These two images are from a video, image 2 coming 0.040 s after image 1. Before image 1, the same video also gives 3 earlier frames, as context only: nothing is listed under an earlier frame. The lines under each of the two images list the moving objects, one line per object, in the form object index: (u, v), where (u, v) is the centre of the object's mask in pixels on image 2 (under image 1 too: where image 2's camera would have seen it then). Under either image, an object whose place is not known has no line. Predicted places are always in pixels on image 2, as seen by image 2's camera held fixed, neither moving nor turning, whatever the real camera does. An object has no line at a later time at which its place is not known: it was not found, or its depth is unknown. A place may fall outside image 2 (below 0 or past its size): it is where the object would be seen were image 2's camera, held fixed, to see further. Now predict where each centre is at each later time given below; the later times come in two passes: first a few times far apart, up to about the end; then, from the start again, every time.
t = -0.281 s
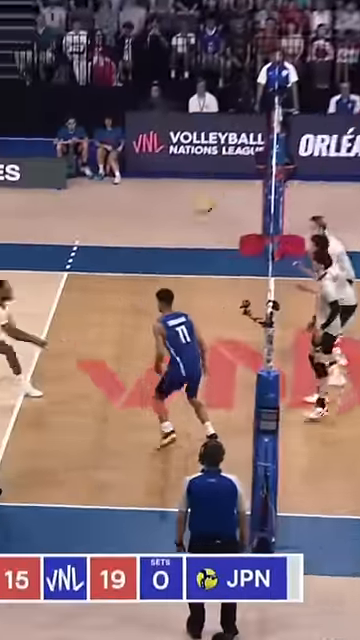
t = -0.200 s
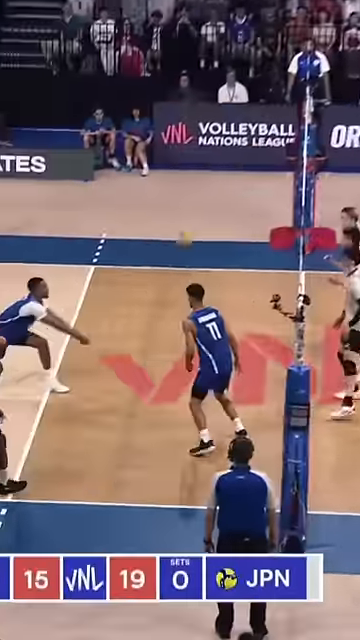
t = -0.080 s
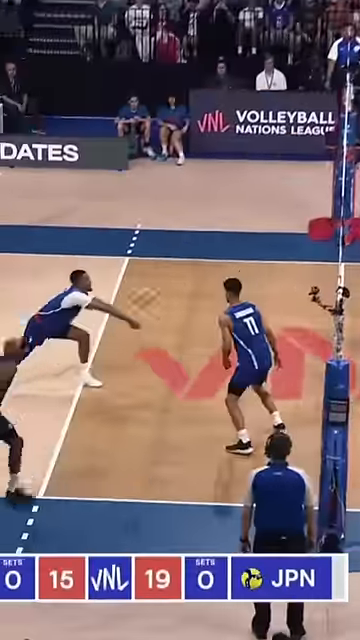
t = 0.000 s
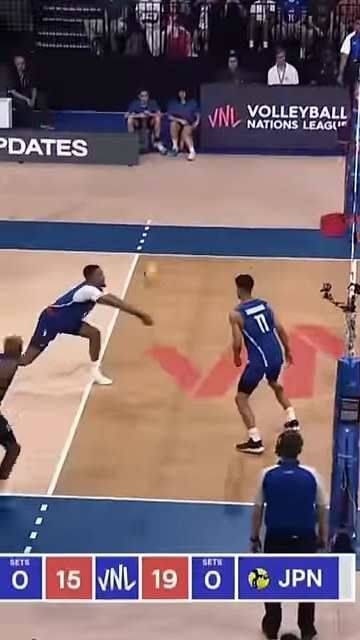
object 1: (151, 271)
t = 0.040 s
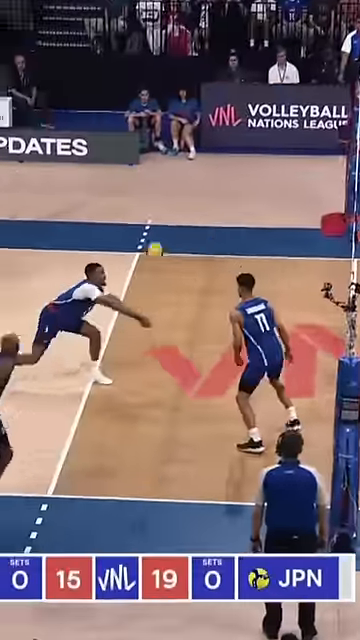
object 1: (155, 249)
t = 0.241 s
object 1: (182, 169)
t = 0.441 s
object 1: (204, 119)
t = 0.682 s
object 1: (229, 101)
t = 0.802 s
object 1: (242, 112)
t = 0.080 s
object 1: (160, 234)
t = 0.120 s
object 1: (168, 216)
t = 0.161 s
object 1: (169, 199)
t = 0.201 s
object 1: (171, 184)
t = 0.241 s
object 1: (182, 169)
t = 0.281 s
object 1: (186, 157)
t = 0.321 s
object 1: (189, 147)
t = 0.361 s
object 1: (193, 136)
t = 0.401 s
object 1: (200, 127)
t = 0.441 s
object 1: (204, 119)
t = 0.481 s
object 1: (208, 111)
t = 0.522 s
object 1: (211, 109)
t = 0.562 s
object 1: (216, 104)
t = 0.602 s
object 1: (221, 102)
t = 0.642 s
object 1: (225, 101)
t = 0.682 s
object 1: (229, 101)
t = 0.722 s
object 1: (233, 103)
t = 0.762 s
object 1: (238, 106)
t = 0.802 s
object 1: (242, 112)
